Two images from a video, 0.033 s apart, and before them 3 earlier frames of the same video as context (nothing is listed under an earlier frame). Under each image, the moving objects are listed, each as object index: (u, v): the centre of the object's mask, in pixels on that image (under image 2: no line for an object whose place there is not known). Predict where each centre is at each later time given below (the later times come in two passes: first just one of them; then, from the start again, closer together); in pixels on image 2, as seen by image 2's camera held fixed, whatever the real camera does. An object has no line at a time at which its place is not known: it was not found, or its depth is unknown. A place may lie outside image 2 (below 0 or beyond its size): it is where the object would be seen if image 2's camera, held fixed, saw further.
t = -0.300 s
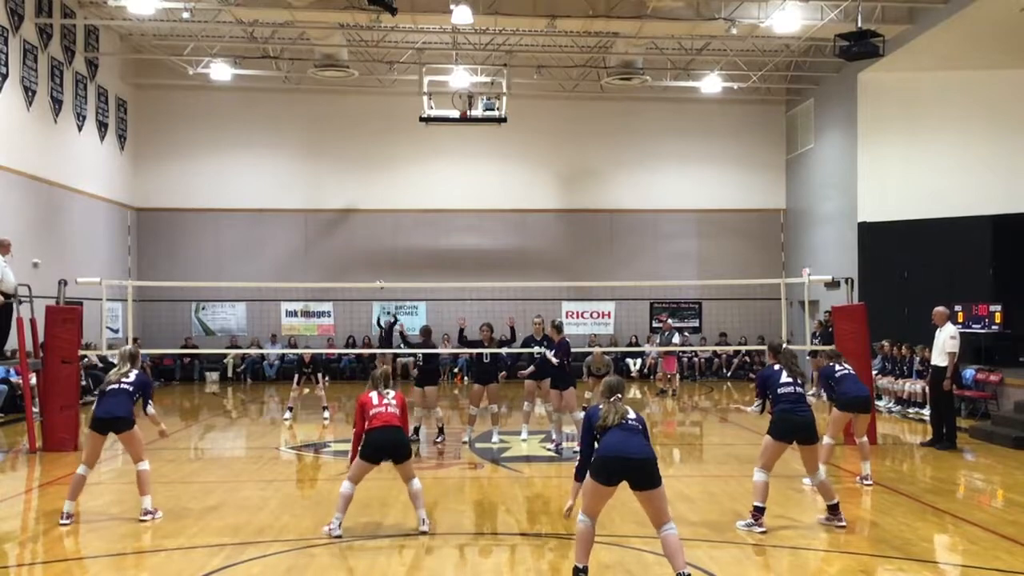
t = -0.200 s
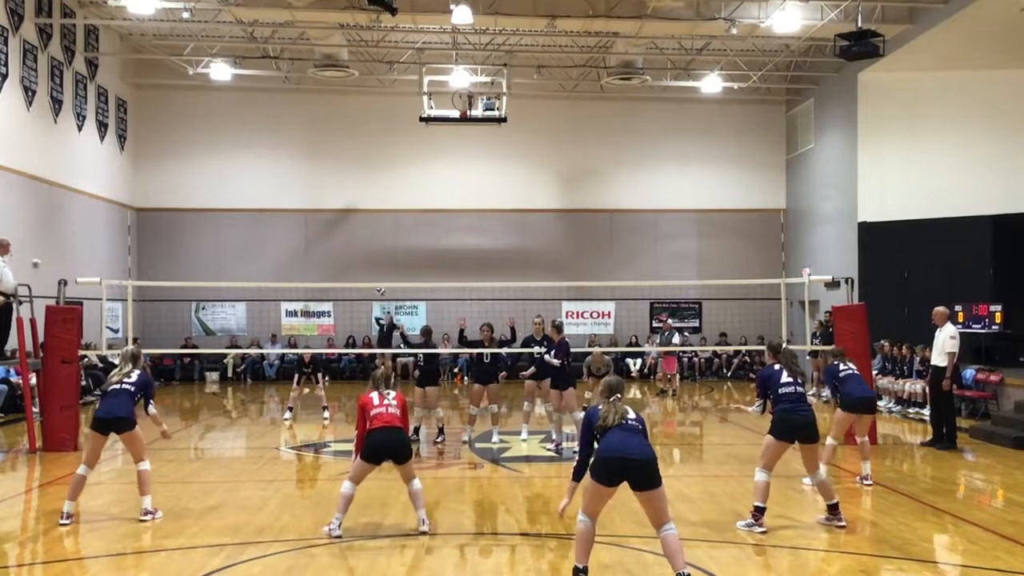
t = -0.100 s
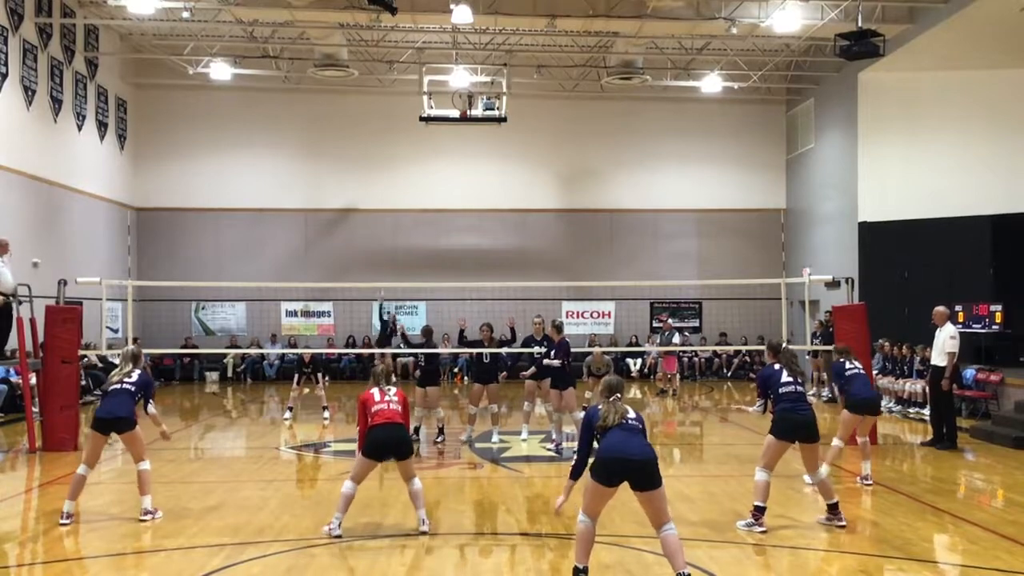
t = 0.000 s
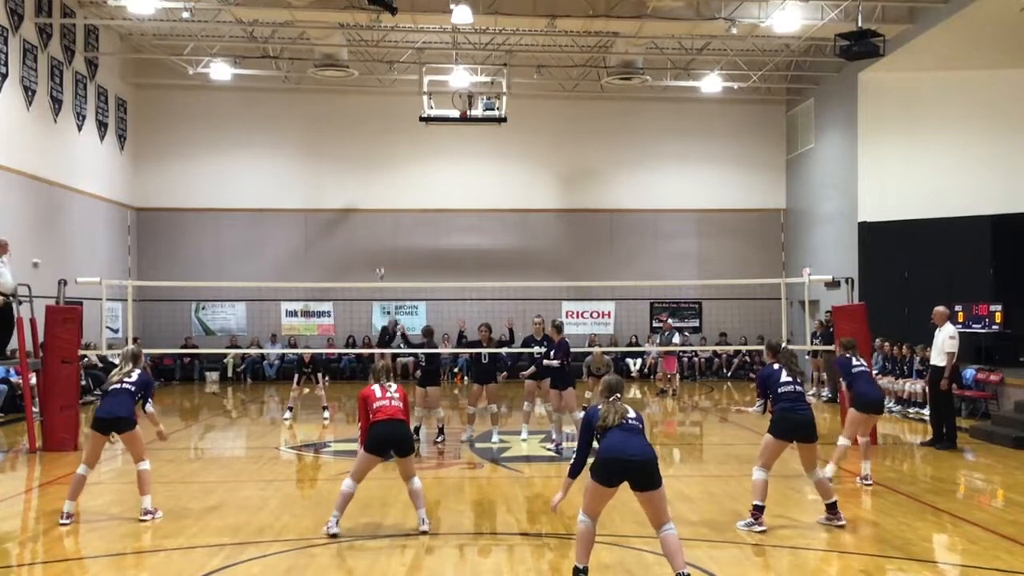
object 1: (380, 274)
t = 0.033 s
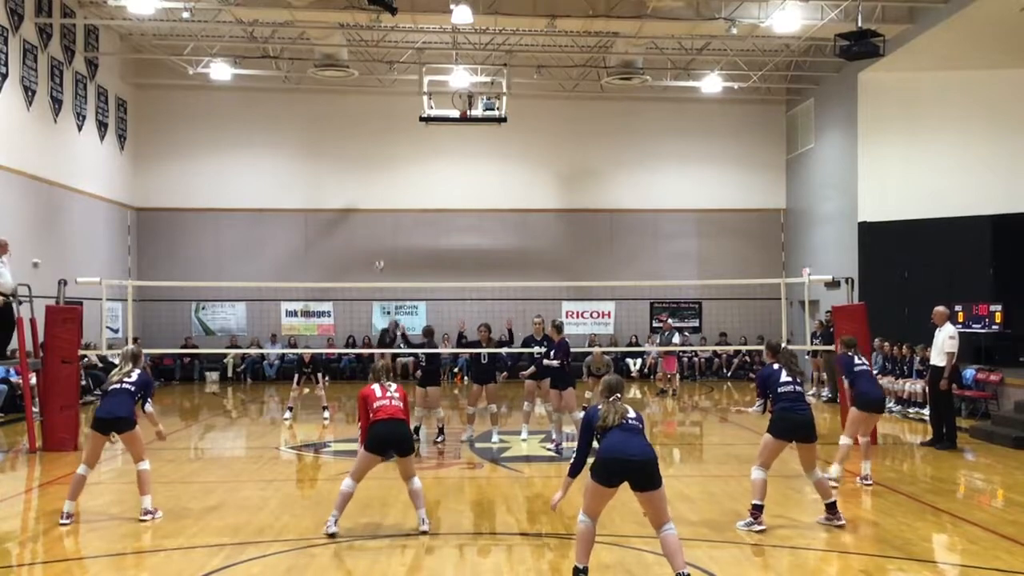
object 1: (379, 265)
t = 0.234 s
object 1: (375, 226)
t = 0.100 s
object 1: (379, 251)
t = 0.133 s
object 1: (378, 245)
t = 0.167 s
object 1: (377, 239)
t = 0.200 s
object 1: (376, 232)
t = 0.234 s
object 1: (375, 226)
